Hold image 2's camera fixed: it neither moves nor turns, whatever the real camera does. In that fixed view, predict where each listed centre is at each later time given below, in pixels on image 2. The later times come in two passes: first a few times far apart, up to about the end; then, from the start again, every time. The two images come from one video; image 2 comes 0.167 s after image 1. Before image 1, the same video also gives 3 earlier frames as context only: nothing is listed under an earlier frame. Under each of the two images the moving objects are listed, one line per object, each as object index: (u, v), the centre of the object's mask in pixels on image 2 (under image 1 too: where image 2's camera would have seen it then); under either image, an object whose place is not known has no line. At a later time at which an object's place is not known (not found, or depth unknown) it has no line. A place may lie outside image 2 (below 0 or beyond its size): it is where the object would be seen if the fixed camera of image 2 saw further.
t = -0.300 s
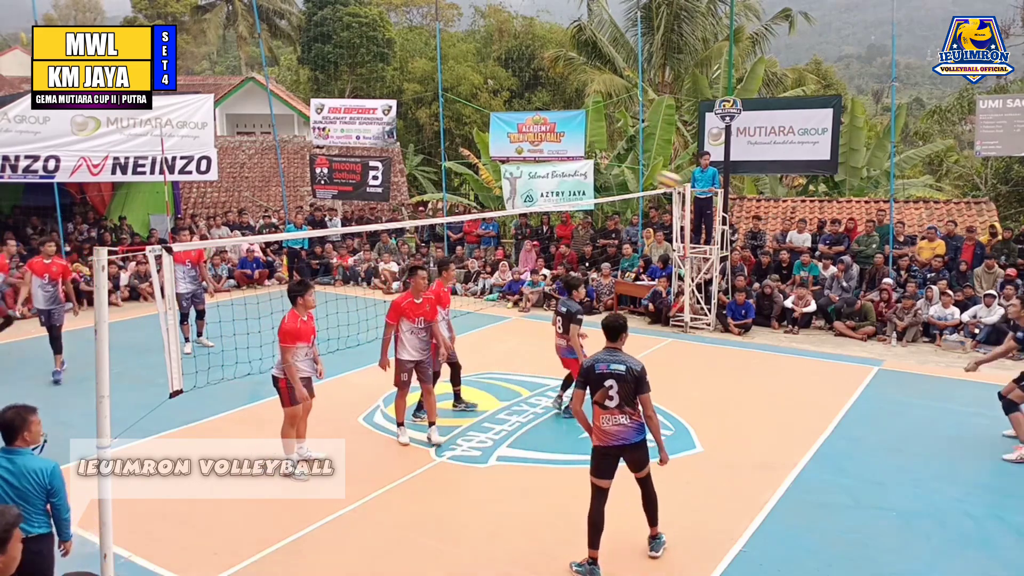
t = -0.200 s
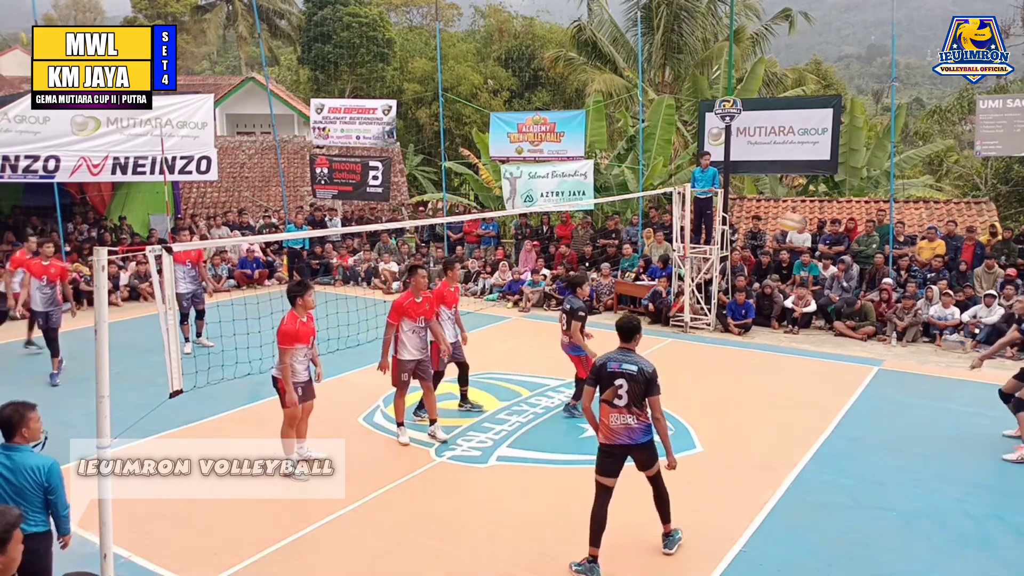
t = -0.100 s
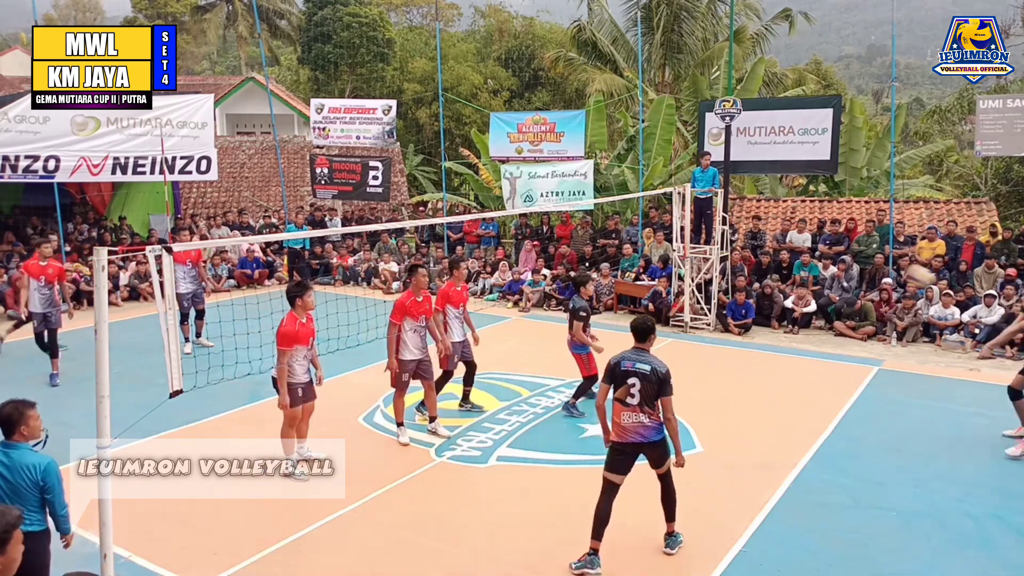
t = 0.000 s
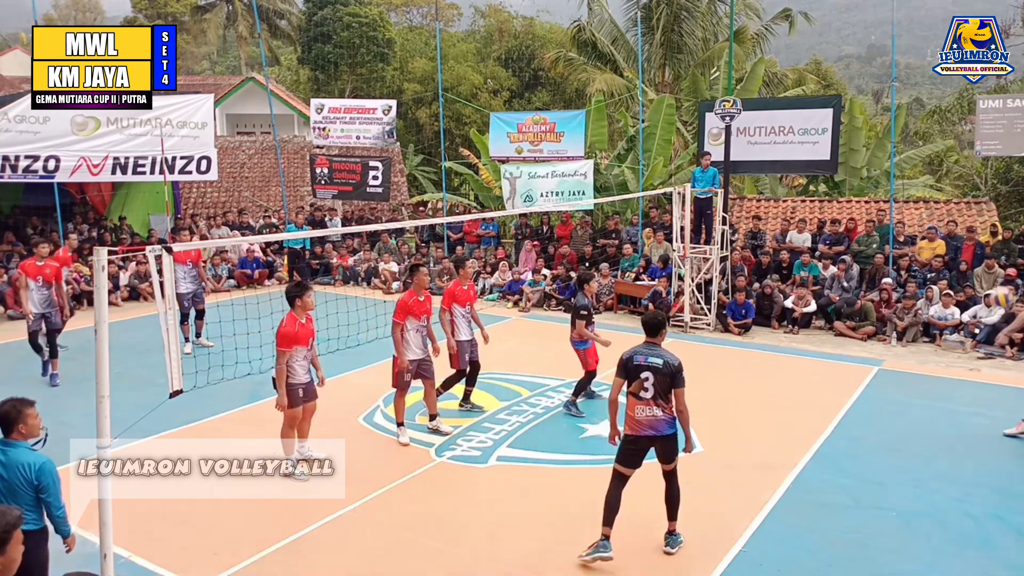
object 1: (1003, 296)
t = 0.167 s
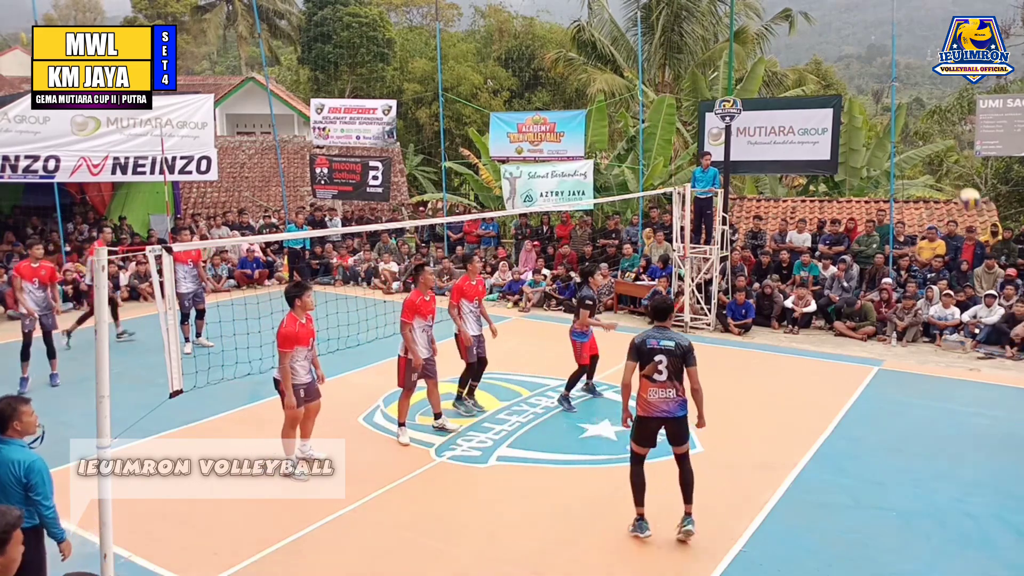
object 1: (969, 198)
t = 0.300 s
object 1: (942, 139)
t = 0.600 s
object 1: (877, 61)
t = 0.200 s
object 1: (963, 183)
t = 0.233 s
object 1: (956, 167)
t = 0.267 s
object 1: (949, 152)
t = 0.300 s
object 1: (942, 139)
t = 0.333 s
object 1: (935, 126)
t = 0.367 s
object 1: (928, 113)
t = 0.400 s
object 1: (920, 104)
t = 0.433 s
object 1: (913, 93)
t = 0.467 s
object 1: (906, 85)
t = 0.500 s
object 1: (899, 77)
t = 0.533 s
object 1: (891, 71)
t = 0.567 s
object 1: (885, 66)
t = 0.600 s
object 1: (877, 61)
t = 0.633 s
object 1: (869, 58)
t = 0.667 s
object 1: (862, 56)
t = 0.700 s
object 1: (855, 56)
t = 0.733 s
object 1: (846, 56)
